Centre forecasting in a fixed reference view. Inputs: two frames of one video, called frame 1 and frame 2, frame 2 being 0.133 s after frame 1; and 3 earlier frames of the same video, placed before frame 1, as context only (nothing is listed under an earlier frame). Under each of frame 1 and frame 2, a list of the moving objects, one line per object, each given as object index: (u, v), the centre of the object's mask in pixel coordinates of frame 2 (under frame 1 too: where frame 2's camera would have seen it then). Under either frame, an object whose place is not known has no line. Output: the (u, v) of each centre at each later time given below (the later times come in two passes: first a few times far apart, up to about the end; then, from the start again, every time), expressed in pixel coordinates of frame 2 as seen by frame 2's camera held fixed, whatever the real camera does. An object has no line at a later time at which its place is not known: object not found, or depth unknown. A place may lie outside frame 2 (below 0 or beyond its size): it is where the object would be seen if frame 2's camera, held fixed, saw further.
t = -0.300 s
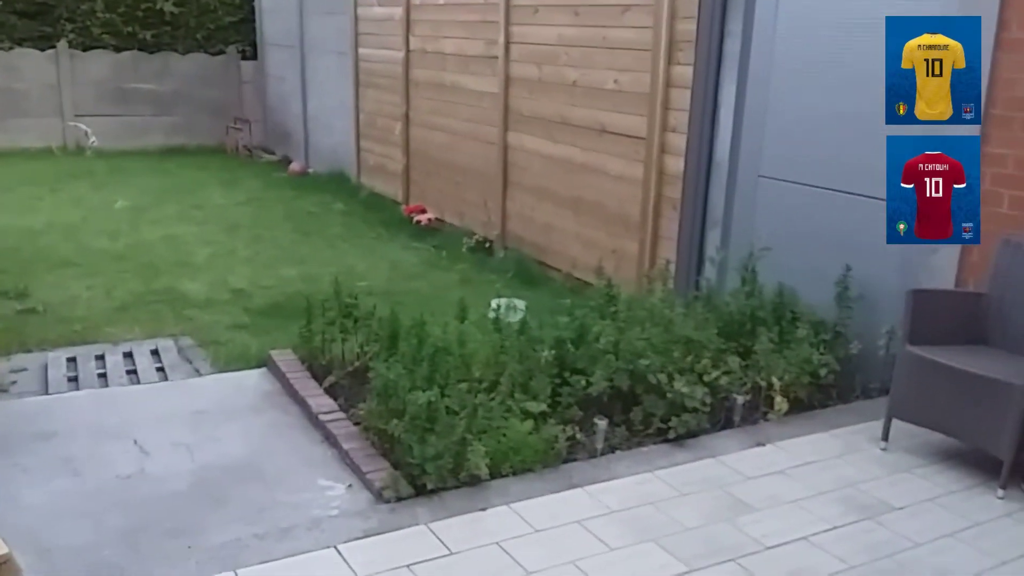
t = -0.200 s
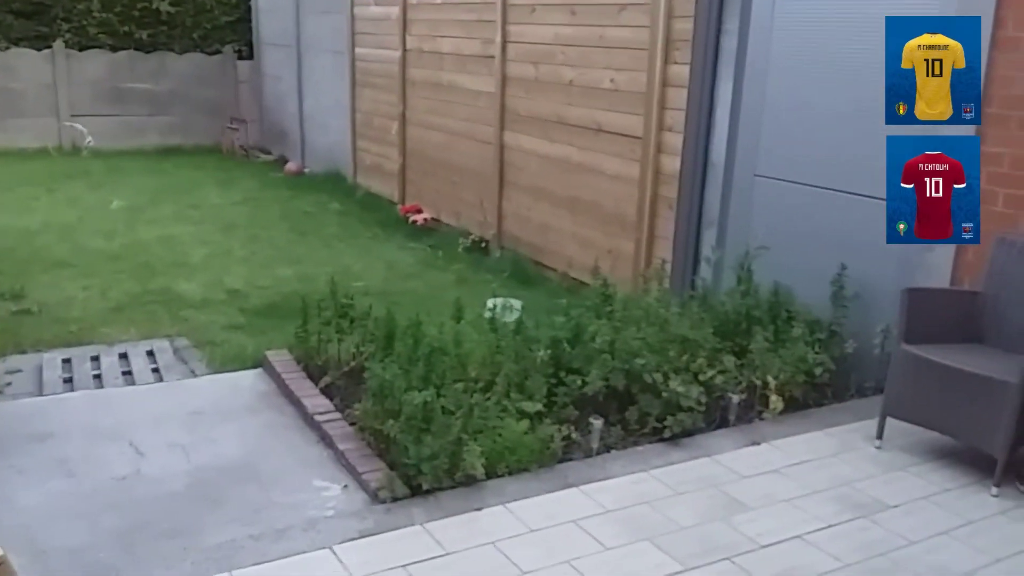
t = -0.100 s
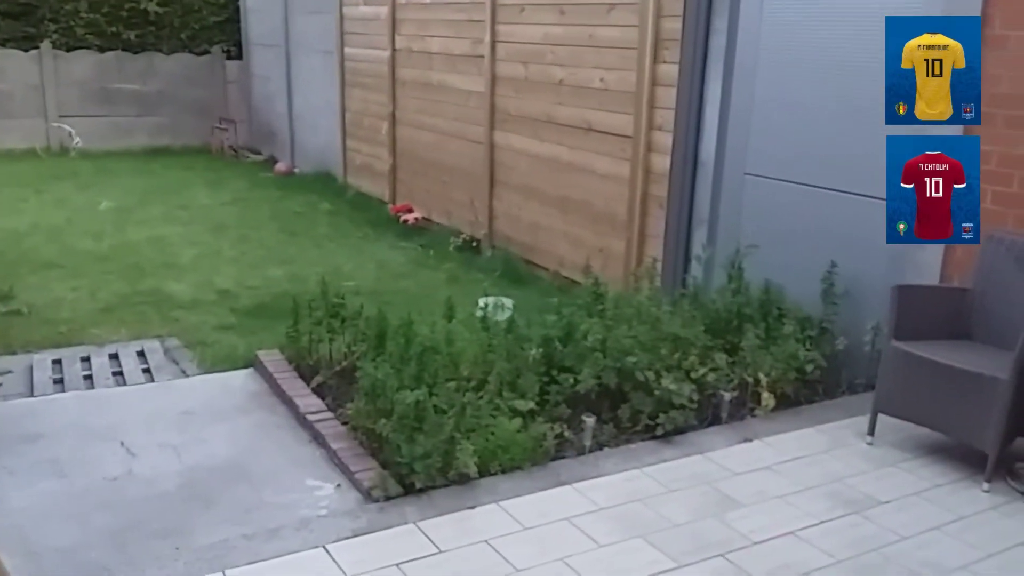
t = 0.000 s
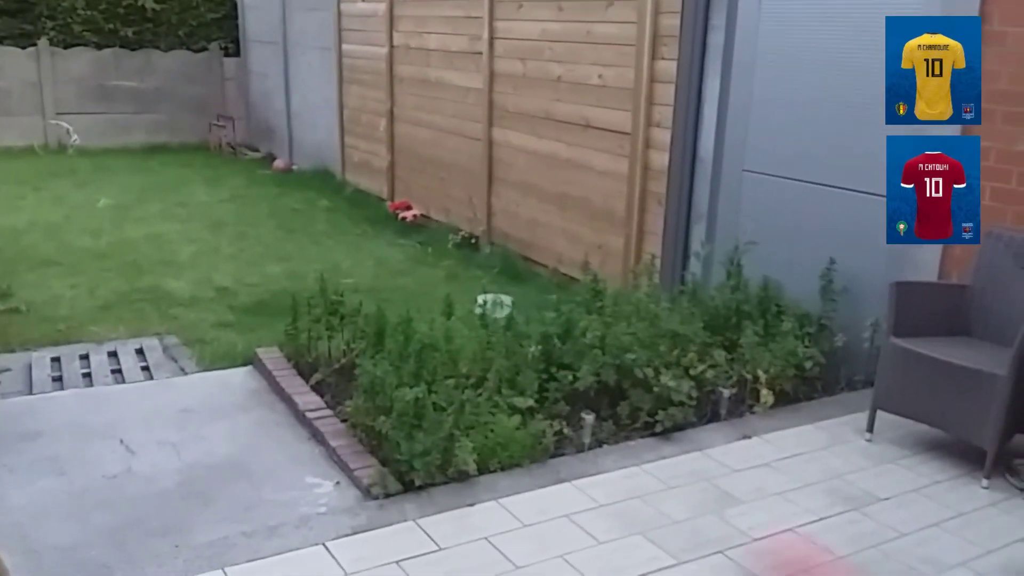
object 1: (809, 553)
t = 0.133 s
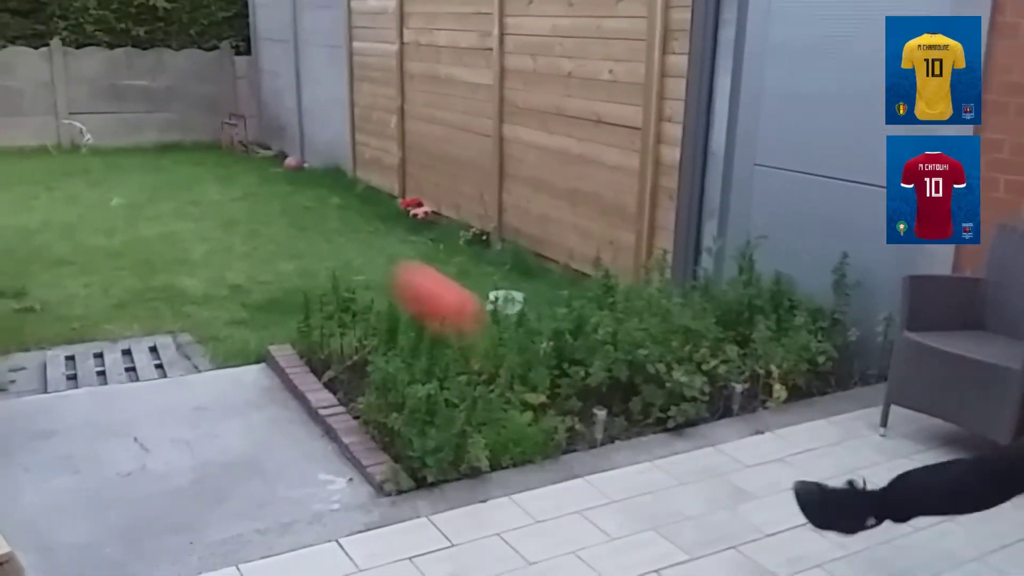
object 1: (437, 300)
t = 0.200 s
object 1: (323, 228)
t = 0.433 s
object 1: (133, 142)
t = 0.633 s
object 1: (75, 153)
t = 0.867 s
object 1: (50, 128)
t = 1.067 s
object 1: (6, 57)
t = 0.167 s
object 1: (374, 260)
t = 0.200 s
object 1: (323, 228)
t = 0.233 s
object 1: (282, 204)
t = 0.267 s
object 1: (246, 184)
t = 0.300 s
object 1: (215, 169)
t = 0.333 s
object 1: (191, 159)
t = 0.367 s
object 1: (168, 151)
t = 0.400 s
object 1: (150, 145)
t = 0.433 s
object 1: (133, 142)
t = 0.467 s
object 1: (120, 140)
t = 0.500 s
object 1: (109, 140)
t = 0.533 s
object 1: (98, 142)
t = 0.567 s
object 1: (90, 144)
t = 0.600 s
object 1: (82, 148)
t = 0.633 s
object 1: (75, 153)
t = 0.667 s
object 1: (69, 157)
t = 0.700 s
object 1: (64, 163)
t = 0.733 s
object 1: (58, 160)
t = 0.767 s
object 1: (56, 151)
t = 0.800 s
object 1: (53, 142)
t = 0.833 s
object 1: (51, 135)
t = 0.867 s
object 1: (50, 128)
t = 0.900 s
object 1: (46, 118)
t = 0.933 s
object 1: (38, 104)
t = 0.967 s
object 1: (29, 91)
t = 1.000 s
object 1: (21, 77)
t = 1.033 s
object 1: (14, 66)
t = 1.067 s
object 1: (6, 57)
